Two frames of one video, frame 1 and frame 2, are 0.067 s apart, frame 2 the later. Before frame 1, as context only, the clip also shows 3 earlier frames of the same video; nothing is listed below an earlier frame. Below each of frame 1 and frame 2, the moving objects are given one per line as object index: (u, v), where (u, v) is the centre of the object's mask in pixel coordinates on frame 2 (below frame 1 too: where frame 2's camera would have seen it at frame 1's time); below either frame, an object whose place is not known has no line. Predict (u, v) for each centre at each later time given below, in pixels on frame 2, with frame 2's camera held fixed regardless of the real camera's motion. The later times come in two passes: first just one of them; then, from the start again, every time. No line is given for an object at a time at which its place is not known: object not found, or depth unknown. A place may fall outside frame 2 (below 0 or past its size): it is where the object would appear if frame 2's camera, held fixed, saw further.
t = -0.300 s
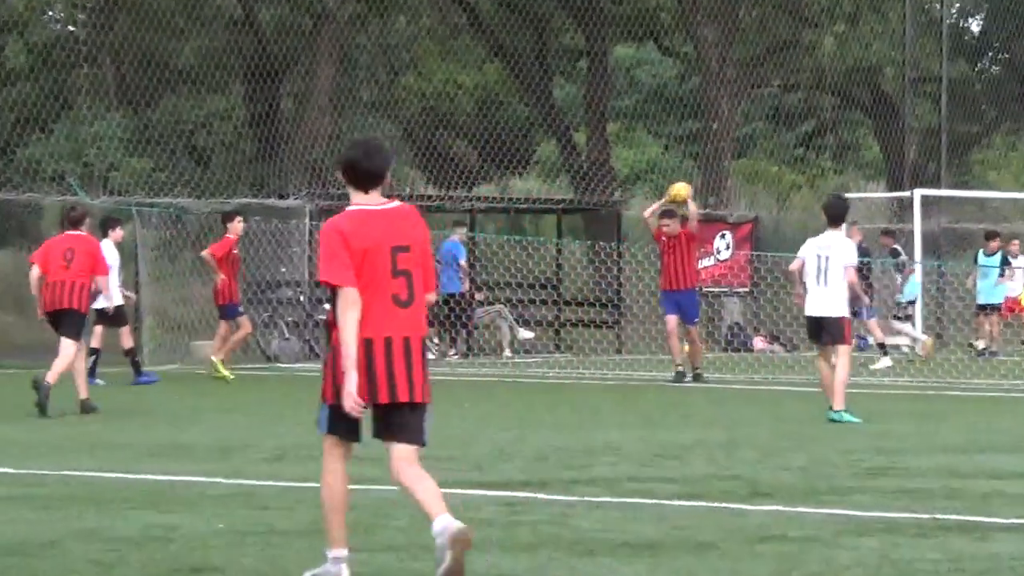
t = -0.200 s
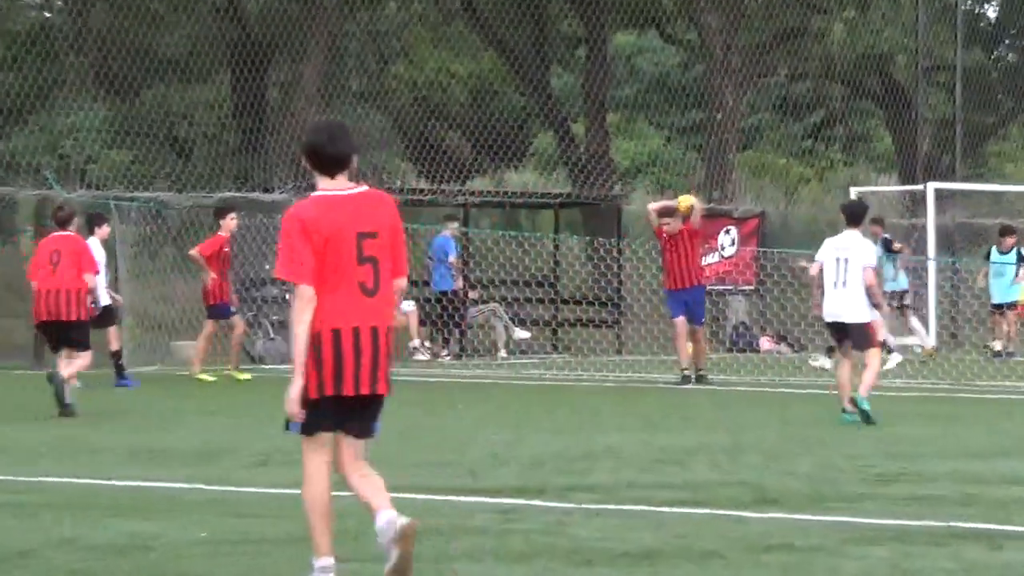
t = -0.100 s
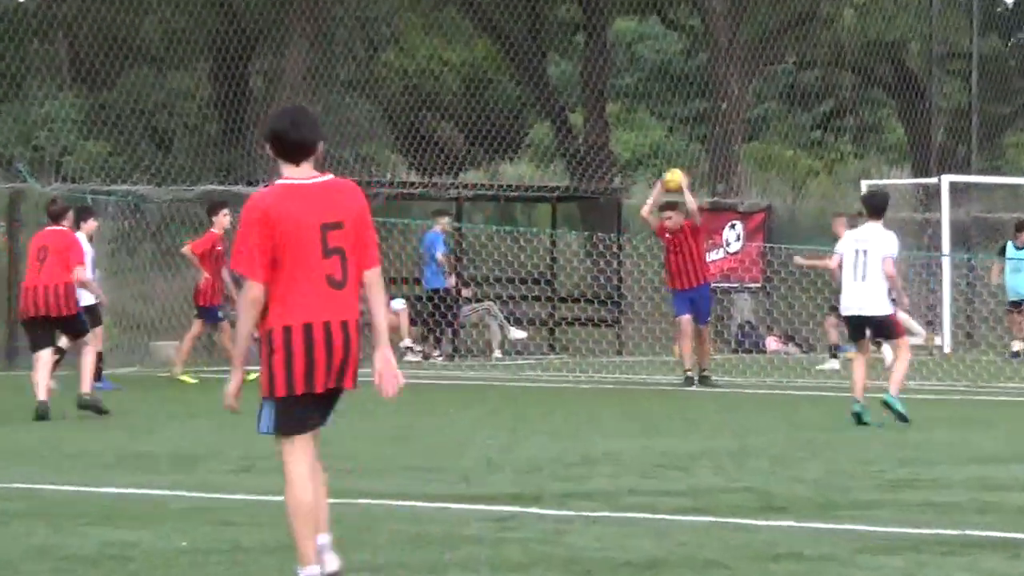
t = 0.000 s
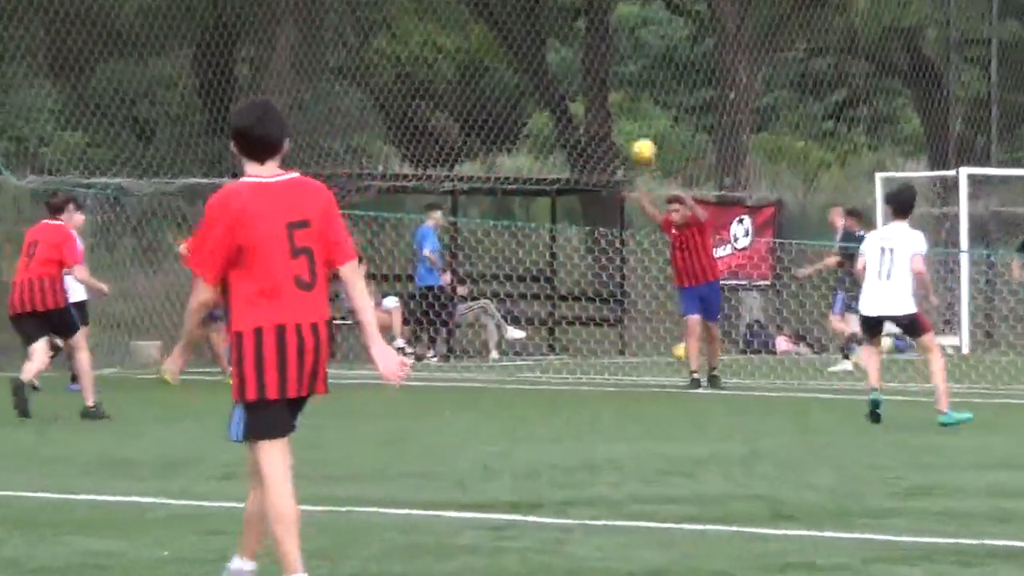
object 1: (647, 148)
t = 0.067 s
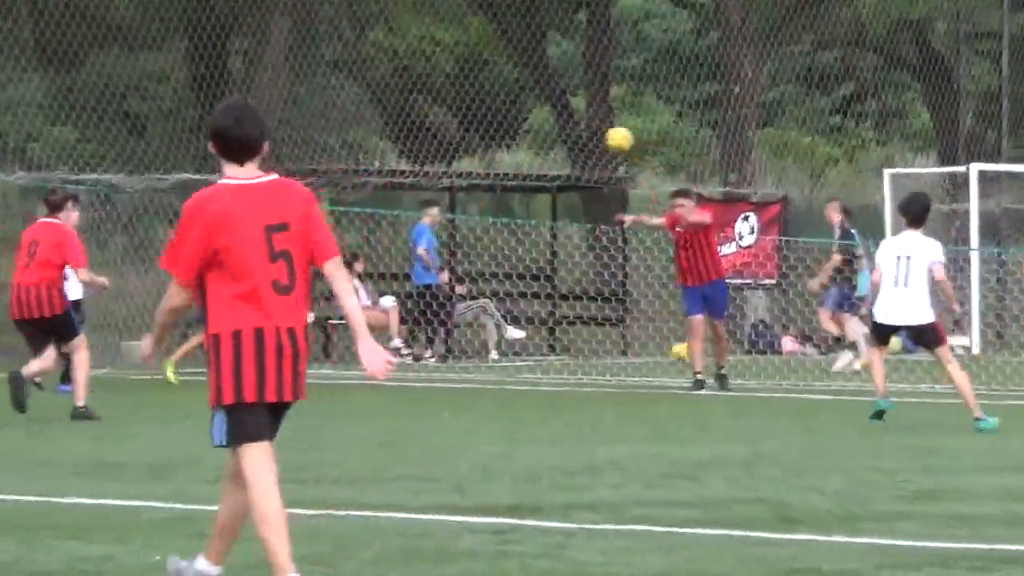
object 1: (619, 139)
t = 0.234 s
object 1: (550, 141)
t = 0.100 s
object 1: (605, 136)
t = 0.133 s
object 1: (591, 134)
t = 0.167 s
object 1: (578, 134)
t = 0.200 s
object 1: (563, 137)
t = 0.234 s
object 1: (550, 141)
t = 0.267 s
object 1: (536, 147)
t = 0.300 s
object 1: (524, 153)
